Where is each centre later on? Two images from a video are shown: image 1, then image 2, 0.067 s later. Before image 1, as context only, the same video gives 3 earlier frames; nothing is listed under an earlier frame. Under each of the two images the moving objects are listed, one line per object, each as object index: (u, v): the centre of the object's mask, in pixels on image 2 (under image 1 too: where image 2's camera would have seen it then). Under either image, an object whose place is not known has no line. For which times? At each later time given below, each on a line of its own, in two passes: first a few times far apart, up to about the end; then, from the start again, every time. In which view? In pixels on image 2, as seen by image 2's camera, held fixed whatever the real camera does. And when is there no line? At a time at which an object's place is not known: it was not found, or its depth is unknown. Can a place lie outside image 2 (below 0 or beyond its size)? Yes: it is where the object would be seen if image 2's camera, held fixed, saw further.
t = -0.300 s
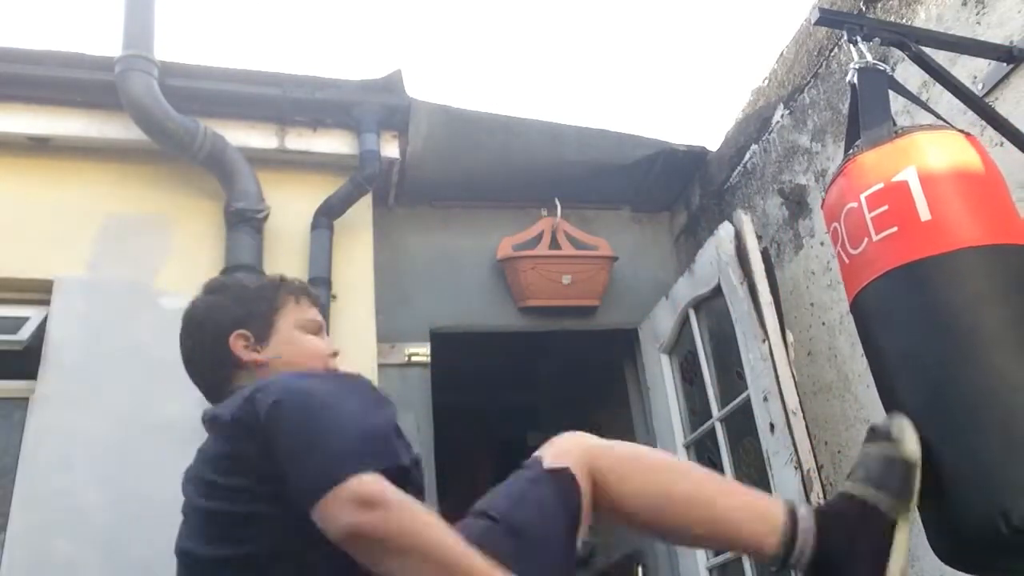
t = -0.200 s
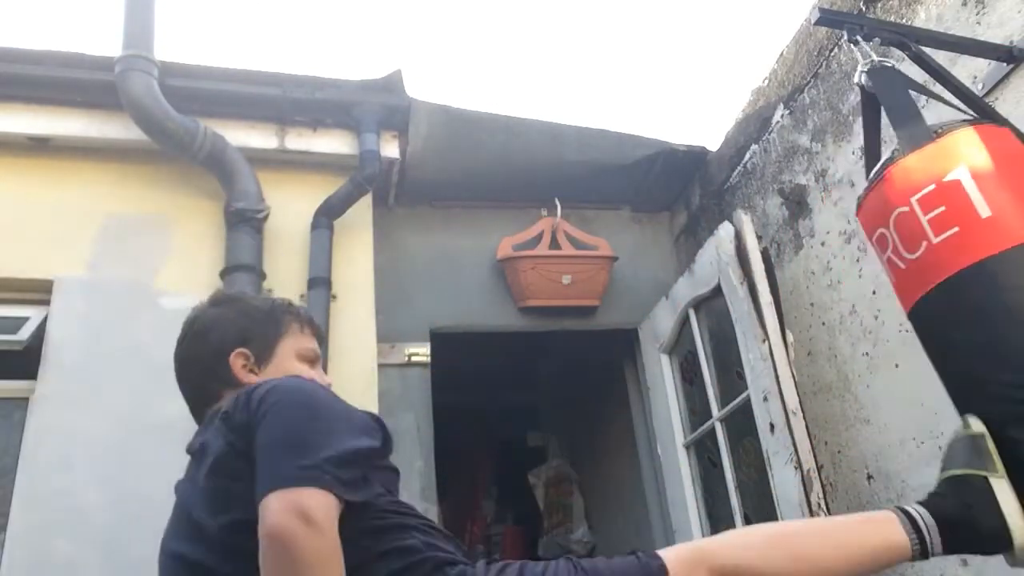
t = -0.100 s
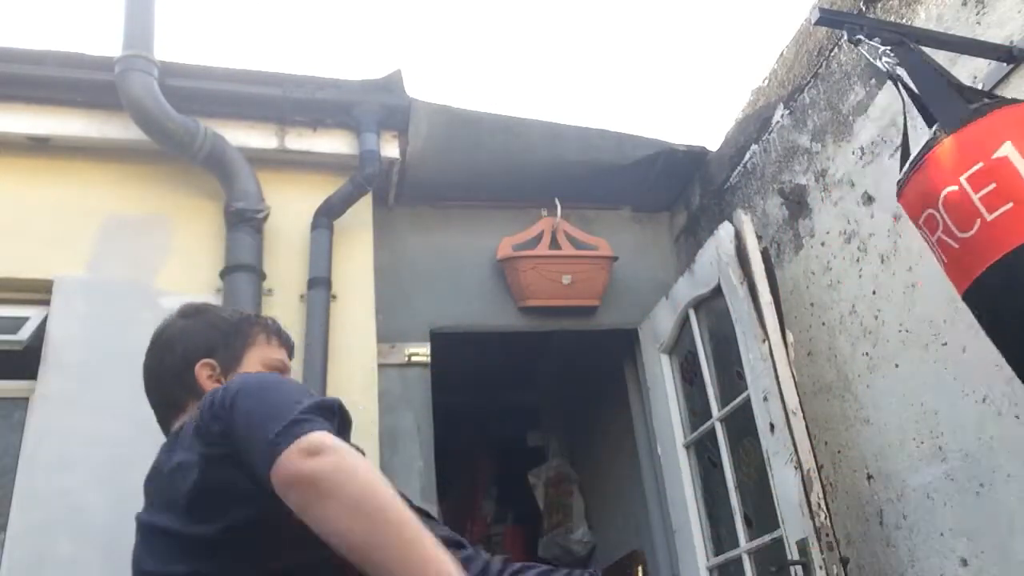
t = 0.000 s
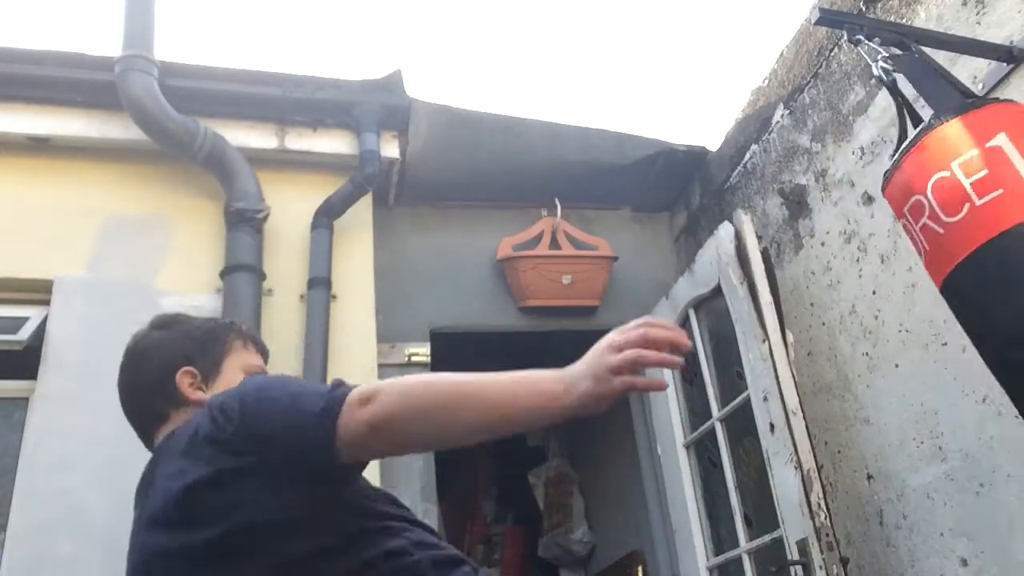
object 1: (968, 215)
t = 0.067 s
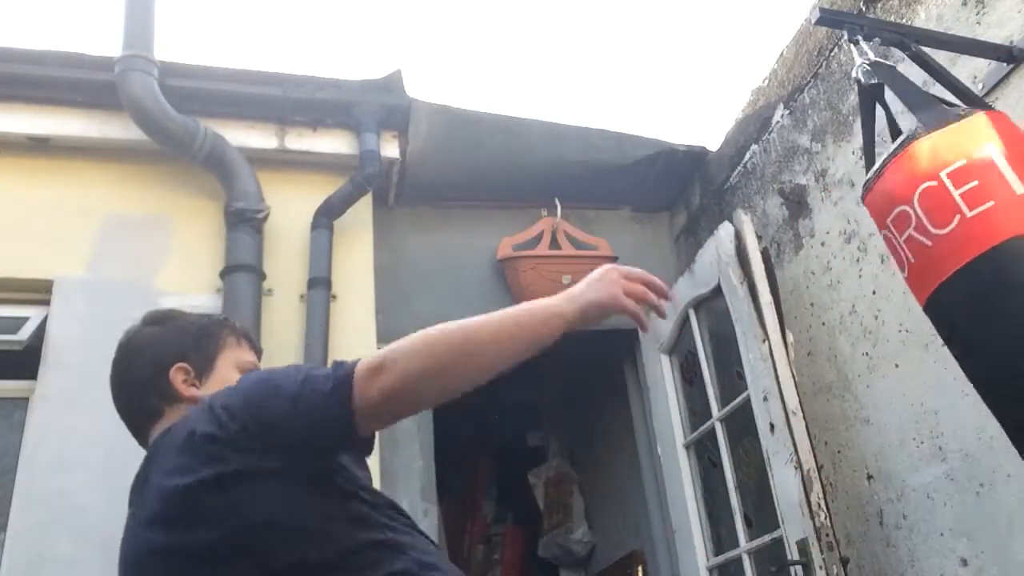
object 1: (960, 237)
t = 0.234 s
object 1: (944, 303)
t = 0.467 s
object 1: (873, 344)
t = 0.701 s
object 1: (834, 342)
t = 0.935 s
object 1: (895, 359)
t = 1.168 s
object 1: (953, 305)
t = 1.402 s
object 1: (967, 228)
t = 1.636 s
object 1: (957, 265)
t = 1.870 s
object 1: (927, 334)
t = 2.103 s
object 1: (869, 344)
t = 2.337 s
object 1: (871, 347)
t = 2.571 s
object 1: (928, 340)
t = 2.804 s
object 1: (958, 273)
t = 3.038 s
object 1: (965, 234)
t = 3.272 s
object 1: (958, 261)
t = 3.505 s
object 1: (933, 329)
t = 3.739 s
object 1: (880, 347)
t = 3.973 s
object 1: (871, 346)
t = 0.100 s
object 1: (958, 244)
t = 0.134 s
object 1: (957, 258)
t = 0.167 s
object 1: (955, 277)
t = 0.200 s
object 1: (950, 291)
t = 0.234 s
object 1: (944, 303)
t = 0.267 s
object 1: (937, 315)
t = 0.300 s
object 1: (930, 326)
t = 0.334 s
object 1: (922, 334)
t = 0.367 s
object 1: (911, 340)
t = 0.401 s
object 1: (900, 345)
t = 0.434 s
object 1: (886, 345)
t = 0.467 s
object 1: (873, 344)
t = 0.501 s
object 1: (861, 341)
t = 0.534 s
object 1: (850, 341)
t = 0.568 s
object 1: (842, 340)
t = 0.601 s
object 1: (837, 340)
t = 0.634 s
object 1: (834, 340)
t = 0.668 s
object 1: (833, 341)
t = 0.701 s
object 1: (834, 342)
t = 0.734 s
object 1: (837, 345)
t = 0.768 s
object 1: (842, 349)
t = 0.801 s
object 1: (849, 350)
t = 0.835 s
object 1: (859, 352)
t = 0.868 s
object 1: (870, 355)
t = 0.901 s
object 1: (881, 357)
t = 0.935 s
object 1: (895, 359)
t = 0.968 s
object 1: (908, 357)
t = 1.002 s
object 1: (919, 352)
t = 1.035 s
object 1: (928, 346)
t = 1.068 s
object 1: (935, 338)
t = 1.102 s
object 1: (942, 329)
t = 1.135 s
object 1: (949, 318)
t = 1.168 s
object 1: (953, 305)
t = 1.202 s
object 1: (957, 289)
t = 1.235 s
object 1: (959, 273)
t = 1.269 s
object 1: (961, 258)
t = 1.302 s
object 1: (956, 237)
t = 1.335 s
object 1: (957, 228)
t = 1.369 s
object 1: (959, 220)
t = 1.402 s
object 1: (967, 228)
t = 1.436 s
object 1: (966, 231)
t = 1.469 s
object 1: (964, 234)
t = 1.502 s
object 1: (962, 238)
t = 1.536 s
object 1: (962, 242)
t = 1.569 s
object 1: (961, 248)
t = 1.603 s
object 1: (960, 255)
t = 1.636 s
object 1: (957, 265)
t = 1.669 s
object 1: (955, 276)
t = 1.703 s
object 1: (953, 288)
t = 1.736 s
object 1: (950, 300)
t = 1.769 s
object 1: (945, 310)
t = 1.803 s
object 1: (939, 319)
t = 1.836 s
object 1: (933, 327)
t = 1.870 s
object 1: (927, 334)
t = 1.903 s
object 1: (920, 339)
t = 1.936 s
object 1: (912, 343)
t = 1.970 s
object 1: (904, 347)
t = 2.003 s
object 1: (895, 348)
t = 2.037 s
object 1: (885, 347)
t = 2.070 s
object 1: (876, 346)
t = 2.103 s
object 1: (869, 344)
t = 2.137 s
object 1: (864, 343)
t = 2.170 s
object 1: (860, 343)
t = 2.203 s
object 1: (859, 342)
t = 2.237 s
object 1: (859, 343)
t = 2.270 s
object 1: (861, 344)
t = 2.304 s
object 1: (865, 345)
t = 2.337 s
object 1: (871, 347)
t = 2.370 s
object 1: (878, 349)
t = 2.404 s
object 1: (887, 351)
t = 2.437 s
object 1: (897, 352)
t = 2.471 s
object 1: (906, 352)
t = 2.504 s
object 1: (914, 349)
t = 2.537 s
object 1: (922, 345)
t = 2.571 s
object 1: (928, 340)
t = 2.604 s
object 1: (935, 333)
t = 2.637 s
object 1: (941, 326)
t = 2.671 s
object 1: (946, 318)
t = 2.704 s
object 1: (951, 308)
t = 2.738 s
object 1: (954, 298)
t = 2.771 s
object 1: (956, 286)
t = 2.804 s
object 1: (958, 273)
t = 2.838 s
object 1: (960, 263)
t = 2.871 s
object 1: (961, 254)
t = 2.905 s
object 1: (962, 248)
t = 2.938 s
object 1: (963, 243)
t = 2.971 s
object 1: (964, 238)
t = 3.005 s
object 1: (964, 235)
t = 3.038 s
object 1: (965, 234)
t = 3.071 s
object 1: (964, 235)
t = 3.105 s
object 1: (963, 236)
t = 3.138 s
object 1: (963, 239)
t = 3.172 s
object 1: (962, 242)
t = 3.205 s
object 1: (961, 247)
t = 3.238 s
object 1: (959, 254)
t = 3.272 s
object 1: (958, 261)
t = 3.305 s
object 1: (956, 271)
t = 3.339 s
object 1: (954, 282)
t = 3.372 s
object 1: (952, 294)
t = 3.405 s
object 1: (946, 300)
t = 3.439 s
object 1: (944, 314)
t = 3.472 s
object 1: (937, 318)
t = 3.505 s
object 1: (933, 329)
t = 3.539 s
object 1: (926, 336)
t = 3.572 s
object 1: (919, 339)
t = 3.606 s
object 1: (913, 345)
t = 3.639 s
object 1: (905, 348)
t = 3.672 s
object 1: (897, 350)
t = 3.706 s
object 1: (888, 348)
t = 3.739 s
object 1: (880, 347)
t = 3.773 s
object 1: (873, 346)
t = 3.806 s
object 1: (869, 345)
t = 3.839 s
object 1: (865, 344)
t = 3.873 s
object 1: (864, 344)
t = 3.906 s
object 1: (864, 344)
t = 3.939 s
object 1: (866, 344)
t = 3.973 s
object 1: (871, 346)
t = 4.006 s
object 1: (876, 348)
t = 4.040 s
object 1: (883, 350)
